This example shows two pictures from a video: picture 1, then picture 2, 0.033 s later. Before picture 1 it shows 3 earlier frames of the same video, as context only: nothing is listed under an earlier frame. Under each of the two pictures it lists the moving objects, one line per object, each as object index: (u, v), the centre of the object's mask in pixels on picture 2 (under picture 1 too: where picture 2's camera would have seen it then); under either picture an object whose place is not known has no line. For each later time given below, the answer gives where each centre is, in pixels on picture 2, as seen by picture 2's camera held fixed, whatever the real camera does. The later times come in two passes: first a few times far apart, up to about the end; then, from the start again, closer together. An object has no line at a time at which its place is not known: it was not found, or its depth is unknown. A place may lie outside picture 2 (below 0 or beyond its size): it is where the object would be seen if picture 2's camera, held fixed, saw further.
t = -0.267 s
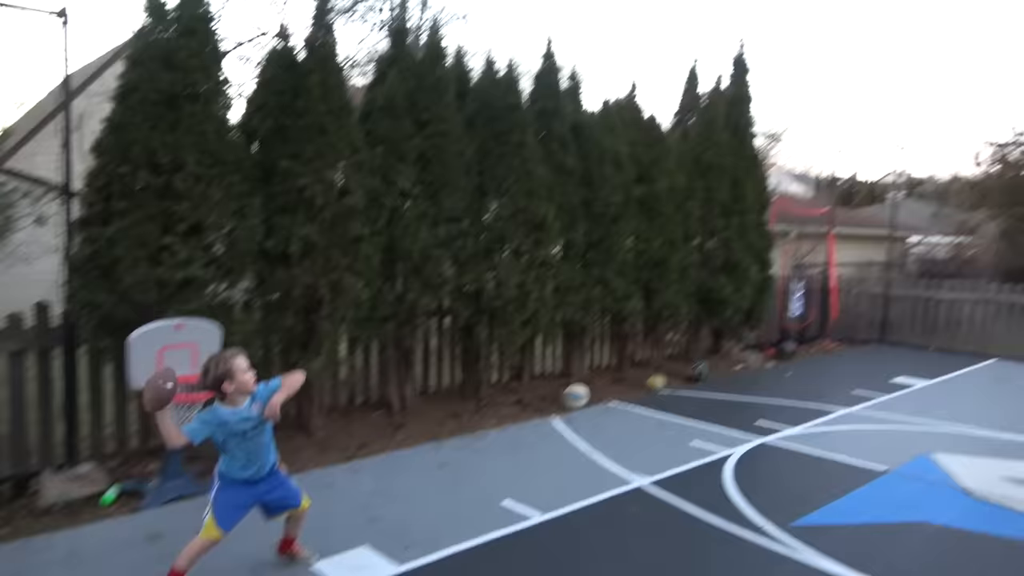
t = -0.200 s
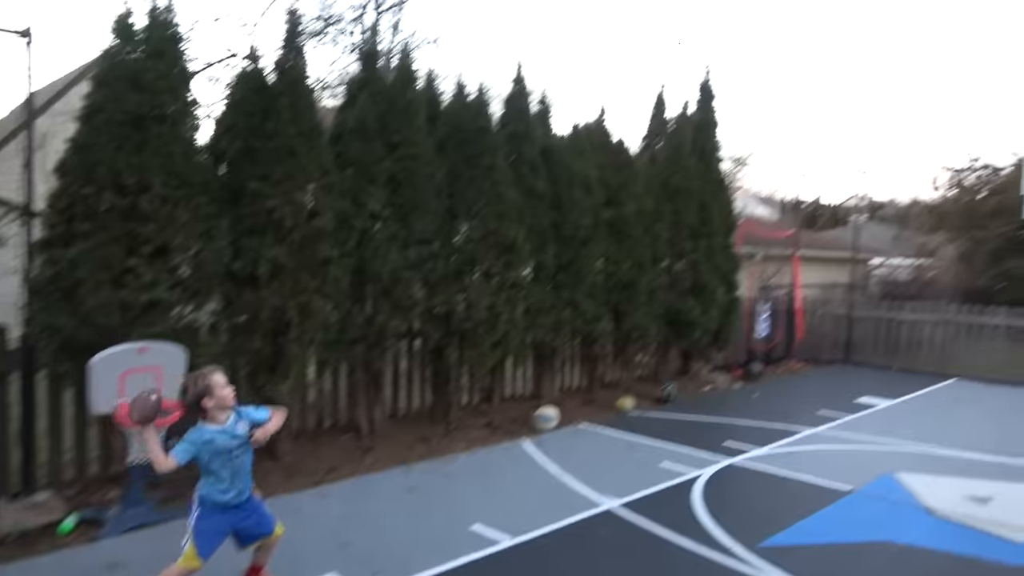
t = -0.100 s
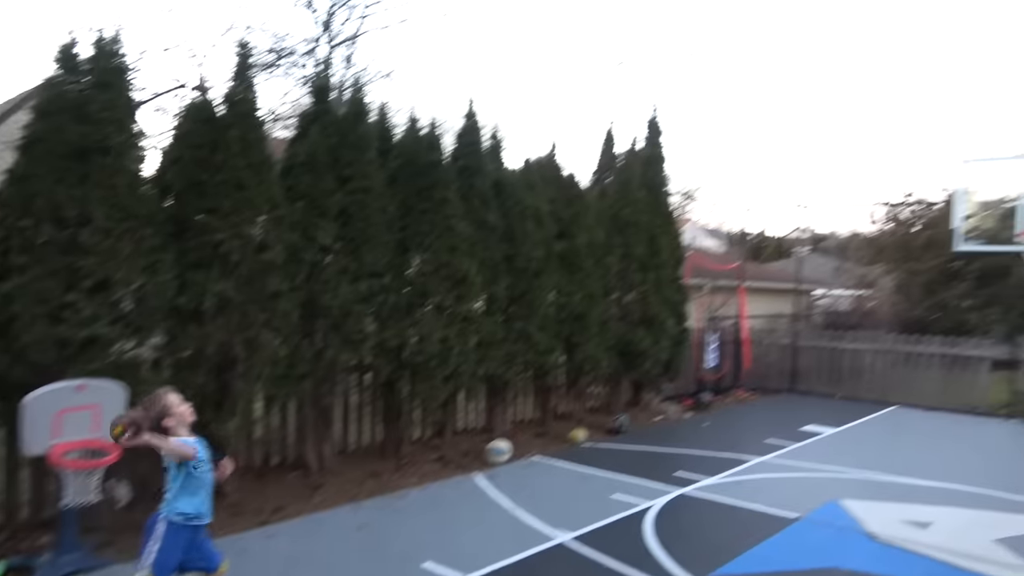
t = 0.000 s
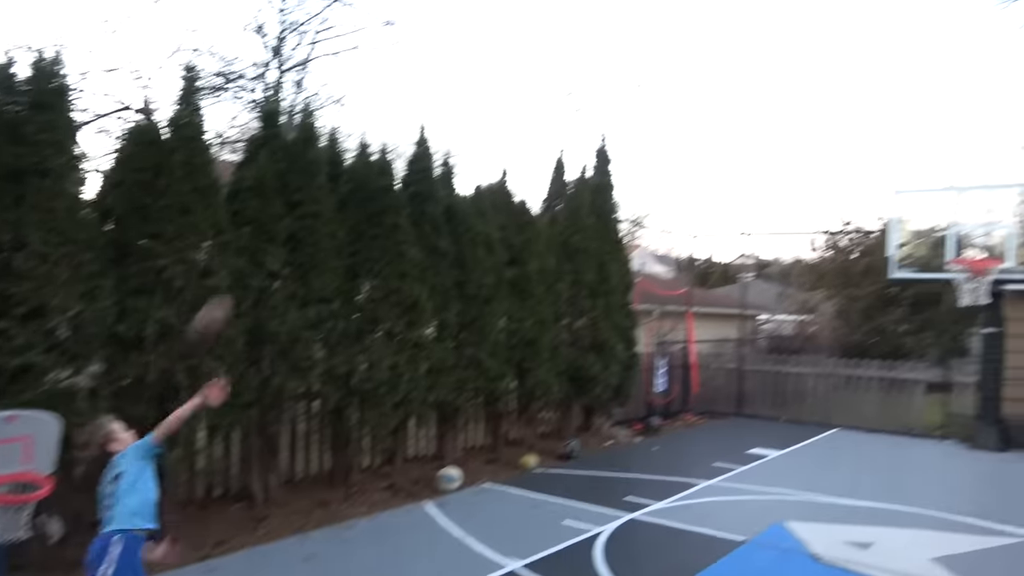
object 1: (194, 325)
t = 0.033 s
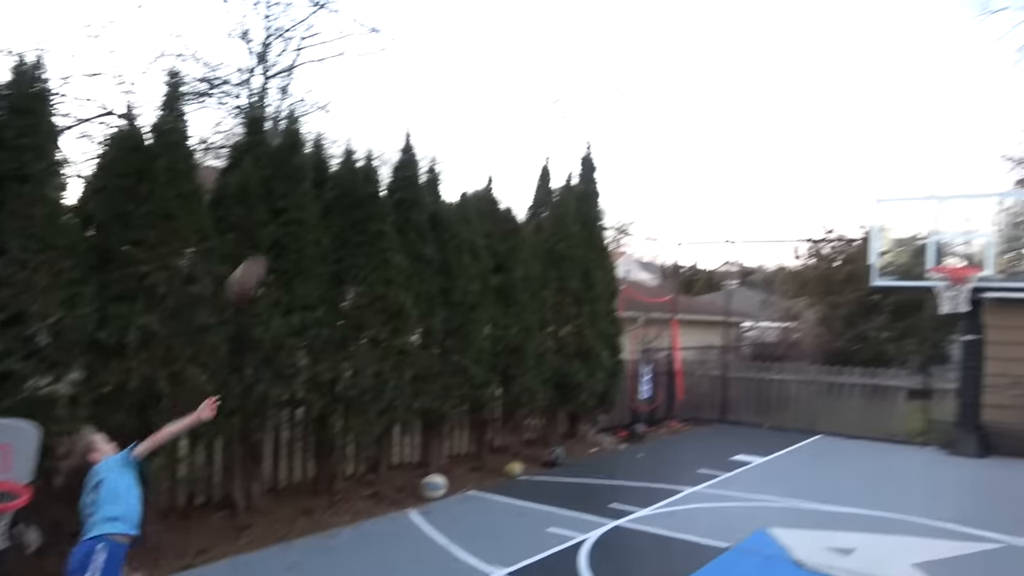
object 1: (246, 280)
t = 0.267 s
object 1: (507, 95)
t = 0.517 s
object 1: (672, 48)
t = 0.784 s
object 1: (785, 85)
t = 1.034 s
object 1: (861, 164)
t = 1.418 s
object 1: (912, 318)
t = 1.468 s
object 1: (909, 340)
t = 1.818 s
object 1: (880, 449)
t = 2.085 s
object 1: (848, 457)
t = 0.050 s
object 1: (270, 258)
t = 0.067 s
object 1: (295, 237)
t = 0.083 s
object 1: (317, 219)
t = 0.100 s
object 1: (338, 204)
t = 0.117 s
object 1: (359, 187)
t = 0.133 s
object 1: (374, 178)
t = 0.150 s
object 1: (398, 163)
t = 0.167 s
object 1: (412, 151)
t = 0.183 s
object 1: (430, 140)
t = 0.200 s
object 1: (446, 129)
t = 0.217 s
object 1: (463, 120)
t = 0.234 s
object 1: (478, 111)
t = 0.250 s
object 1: (493, 103)
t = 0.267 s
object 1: (507, 95)
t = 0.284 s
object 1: (521, 88)
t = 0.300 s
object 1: (534, 82)
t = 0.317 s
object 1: (547, 77)
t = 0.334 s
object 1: (559, 72)
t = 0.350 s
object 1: (571, 68)
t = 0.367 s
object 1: (583, 64)
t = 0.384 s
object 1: (594, 60)
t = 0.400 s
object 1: (605, 58)
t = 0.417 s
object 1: (615, 55)
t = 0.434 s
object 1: (625, 53)
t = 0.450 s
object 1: (635, 51)
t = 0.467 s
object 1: (645, 50)
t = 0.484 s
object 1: (654, 49)
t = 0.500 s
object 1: (663, 49)
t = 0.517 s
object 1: (672, 48)
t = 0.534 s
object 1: (680, 49)
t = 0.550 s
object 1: (689, 49)
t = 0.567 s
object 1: (697, 50)
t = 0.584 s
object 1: (705, 51)
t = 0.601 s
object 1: (713, 52)
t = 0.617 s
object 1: (720, 54)
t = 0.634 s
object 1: (727, 56)
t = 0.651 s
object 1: (734, 58)
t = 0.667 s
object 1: (741, 61)
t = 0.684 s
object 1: (747, 64)
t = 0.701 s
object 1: (754, 66)
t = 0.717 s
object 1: (761, 70)
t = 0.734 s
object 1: (767, 73)
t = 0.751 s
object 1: (773, 77)
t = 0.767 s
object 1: (779, 80)
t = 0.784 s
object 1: (785, 85)
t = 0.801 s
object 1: (791, 89)
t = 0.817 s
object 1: (797, 93)
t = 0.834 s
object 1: (802, 97)
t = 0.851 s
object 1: (808, 102)
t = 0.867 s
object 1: (813, 107)
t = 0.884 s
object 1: (818, 112)
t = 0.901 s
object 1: (824, 118)
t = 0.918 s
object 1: (828, 123)
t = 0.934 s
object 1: (833, 128)
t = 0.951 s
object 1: (838, 134)
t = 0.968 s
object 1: (843, 140)
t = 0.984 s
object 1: (847, 145)
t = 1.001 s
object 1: (852, 151)
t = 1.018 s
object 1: (857, 158)
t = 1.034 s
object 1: (861, 164)
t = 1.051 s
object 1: (866, 171)
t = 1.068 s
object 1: (870, 177)
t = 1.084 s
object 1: (874, 185)
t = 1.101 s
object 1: (879, 191)
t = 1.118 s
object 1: (883, 197)
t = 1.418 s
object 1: (912, 318)
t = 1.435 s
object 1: (910, 326)
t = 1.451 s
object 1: (910, 332)
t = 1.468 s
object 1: (909, 340)
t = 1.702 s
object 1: (897, 457)
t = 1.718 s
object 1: (894, 457)
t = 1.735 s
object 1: (891, 457)
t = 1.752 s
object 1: (888, 457)
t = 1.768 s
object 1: (886, 454)
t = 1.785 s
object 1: (884, 452)
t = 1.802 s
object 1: (883, 450)
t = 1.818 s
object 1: (880, 449)
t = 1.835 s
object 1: (877, 447)
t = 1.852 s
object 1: (876, 446)
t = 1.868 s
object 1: (873, 446)
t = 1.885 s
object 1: (871, 446)
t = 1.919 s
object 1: (869, 445)
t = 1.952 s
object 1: (864, 445)
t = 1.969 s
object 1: (862, 445)
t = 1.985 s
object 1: (860, 447)
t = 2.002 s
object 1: (858, 447)
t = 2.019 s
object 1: (856, 449)
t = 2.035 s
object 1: (854, 450)
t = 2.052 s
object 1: (852, 452)
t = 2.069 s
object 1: (849, 454)
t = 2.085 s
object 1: (848, 457)
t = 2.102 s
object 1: (846, 459)
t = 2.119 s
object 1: (844, 460)
